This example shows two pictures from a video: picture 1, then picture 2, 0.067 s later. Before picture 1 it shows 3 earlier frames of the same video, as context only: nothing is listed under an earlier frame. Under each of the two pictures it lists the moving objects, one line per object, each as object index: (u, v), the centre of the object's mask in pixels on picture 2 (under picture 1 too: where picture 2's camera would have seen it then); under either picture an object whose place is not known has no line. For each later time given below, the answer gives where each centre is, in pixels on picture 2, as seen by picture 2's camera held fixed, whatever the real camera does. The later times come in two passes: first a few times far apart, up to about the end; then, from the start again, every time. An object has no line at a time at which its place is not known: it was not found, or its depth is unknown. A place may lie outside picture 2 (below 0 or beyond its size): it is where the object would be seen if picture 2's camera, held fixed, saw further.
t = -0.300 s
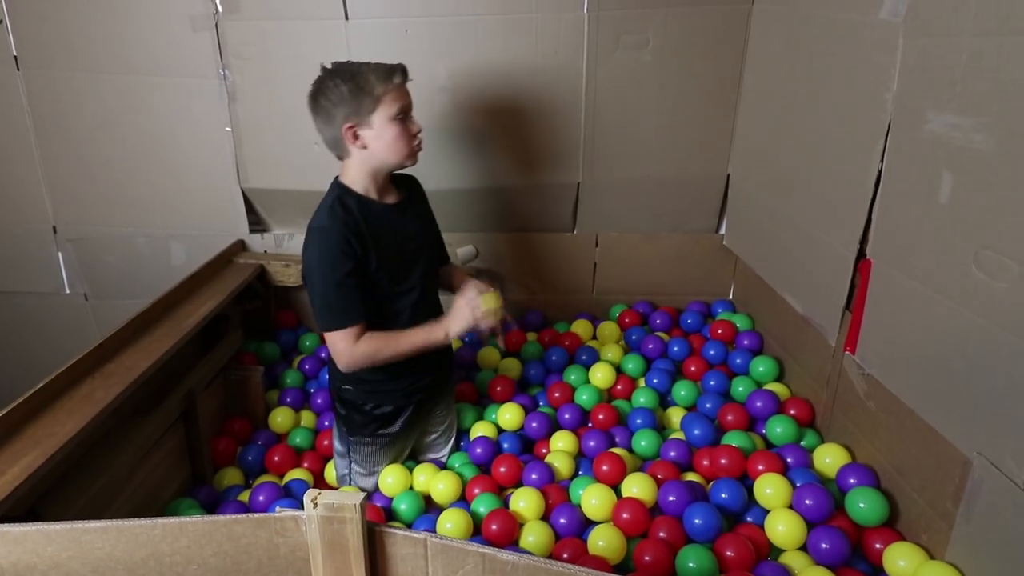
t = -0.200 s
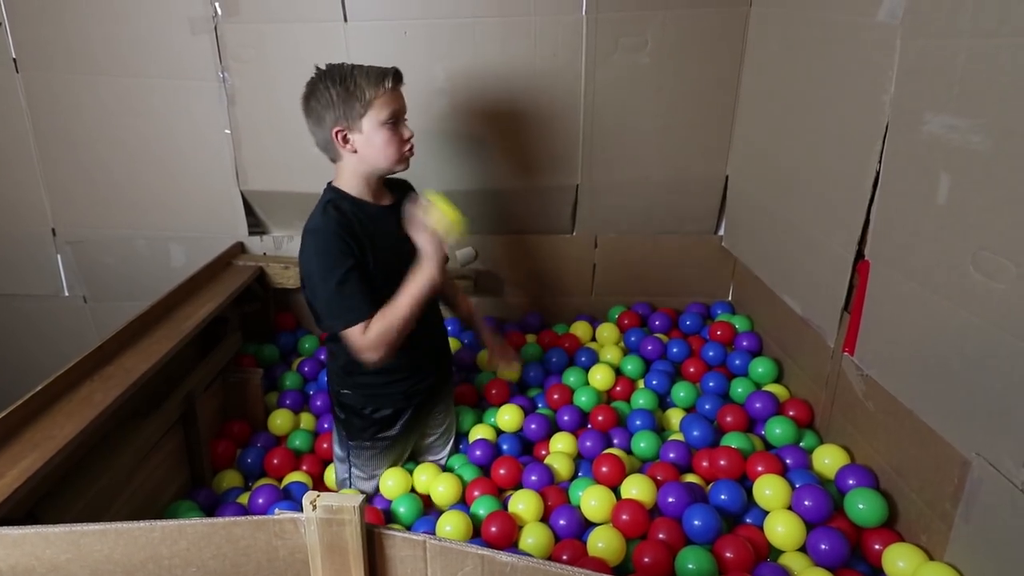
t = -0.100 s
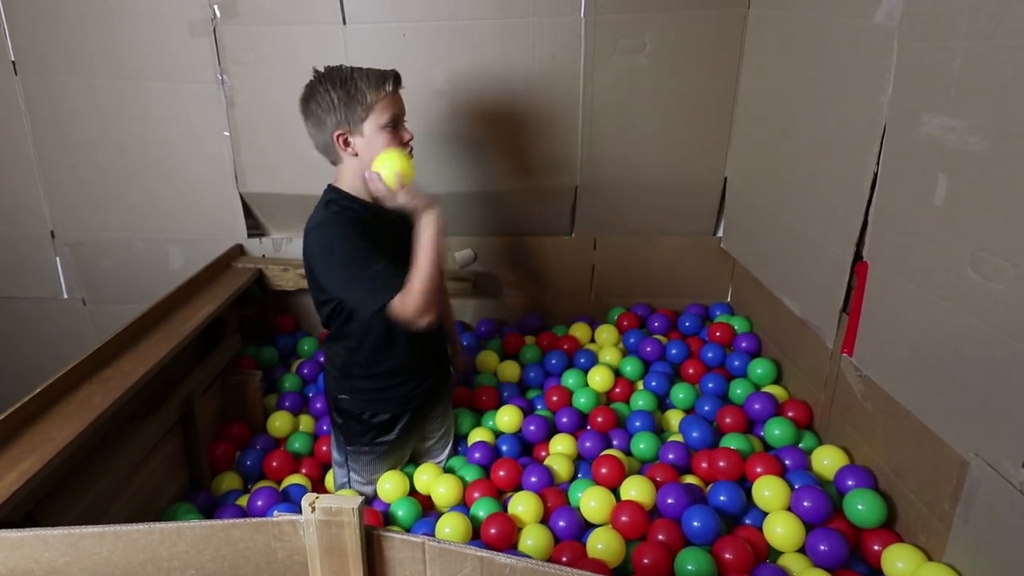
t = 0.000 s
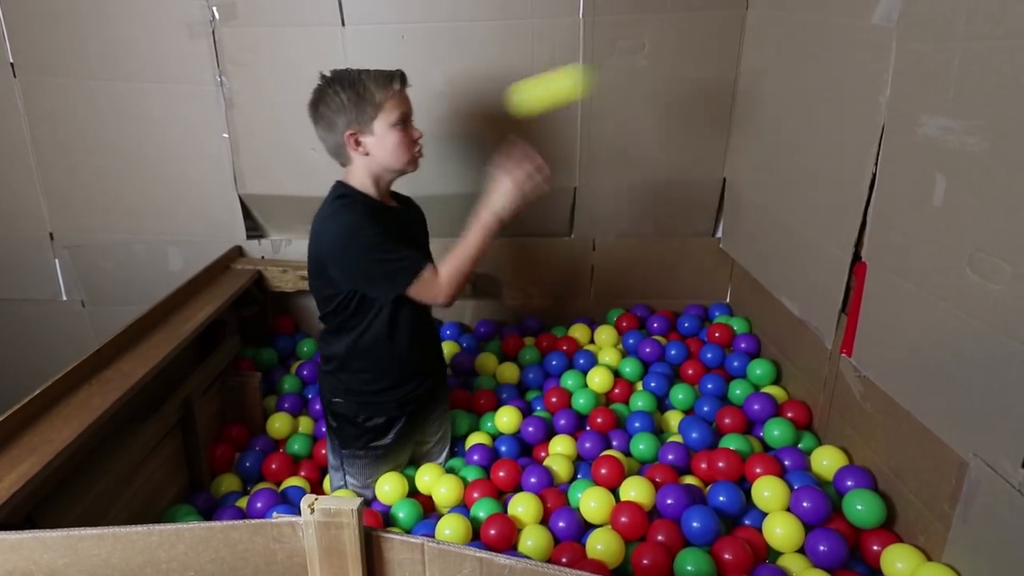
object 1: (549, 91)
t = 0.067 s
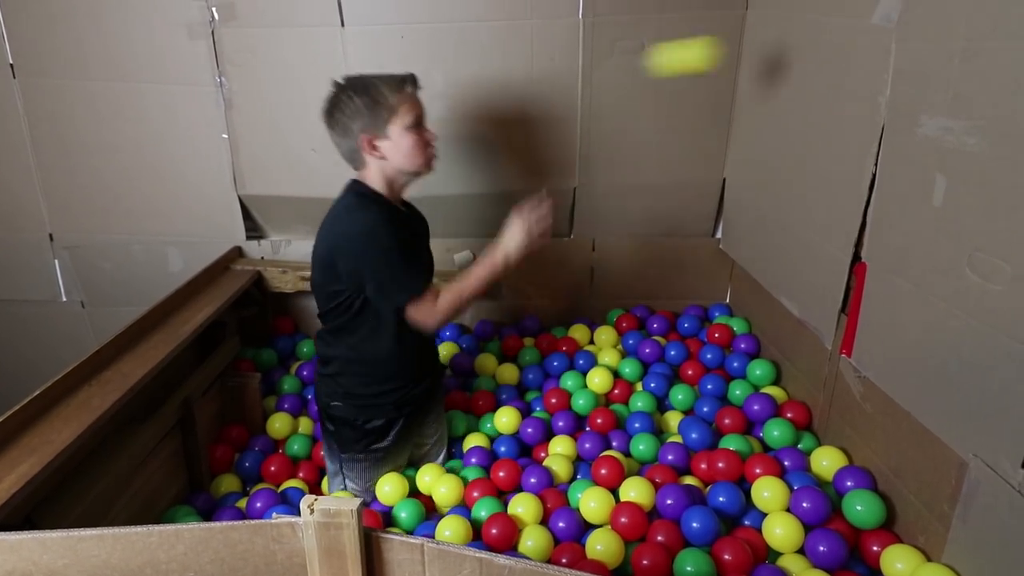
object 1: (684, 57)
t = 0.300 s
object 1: (703, 138)
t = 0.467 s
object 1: (624, 299)
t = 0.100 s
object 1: (743, 50)
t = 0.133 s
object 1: (790, 49)
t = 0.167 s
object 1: (780, 58)
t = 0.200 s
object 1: (760, 72)
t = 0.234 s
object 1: (740, 90)
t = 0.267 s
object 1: (720, 113)
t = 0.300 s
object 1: (703, 138)
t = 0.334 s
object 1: (685, 166)
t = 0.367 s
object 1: (668, 198)
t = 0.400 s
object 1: (652, 231)
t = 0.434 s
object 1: (637, 266)
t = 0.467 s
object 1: (624, 299)
